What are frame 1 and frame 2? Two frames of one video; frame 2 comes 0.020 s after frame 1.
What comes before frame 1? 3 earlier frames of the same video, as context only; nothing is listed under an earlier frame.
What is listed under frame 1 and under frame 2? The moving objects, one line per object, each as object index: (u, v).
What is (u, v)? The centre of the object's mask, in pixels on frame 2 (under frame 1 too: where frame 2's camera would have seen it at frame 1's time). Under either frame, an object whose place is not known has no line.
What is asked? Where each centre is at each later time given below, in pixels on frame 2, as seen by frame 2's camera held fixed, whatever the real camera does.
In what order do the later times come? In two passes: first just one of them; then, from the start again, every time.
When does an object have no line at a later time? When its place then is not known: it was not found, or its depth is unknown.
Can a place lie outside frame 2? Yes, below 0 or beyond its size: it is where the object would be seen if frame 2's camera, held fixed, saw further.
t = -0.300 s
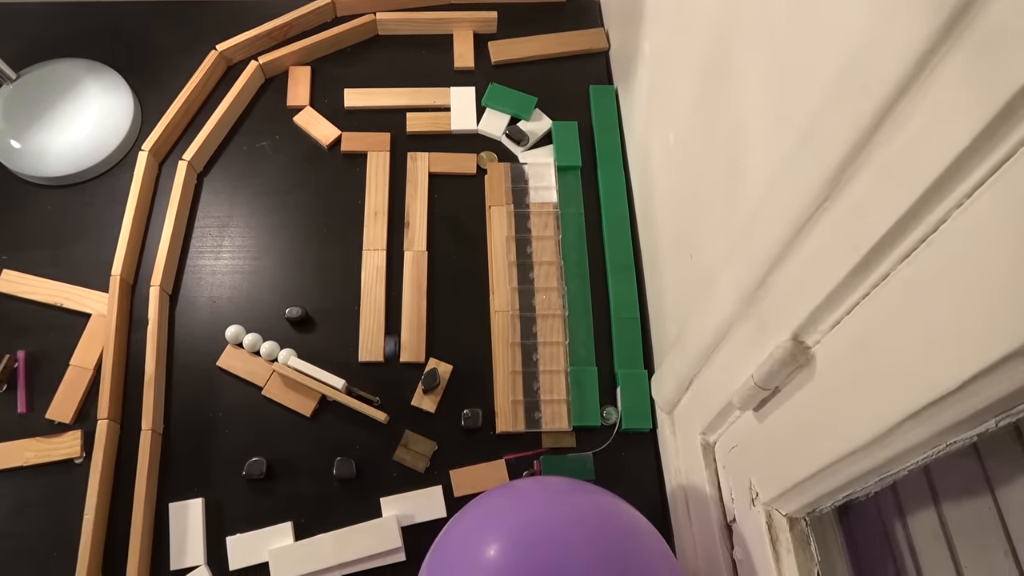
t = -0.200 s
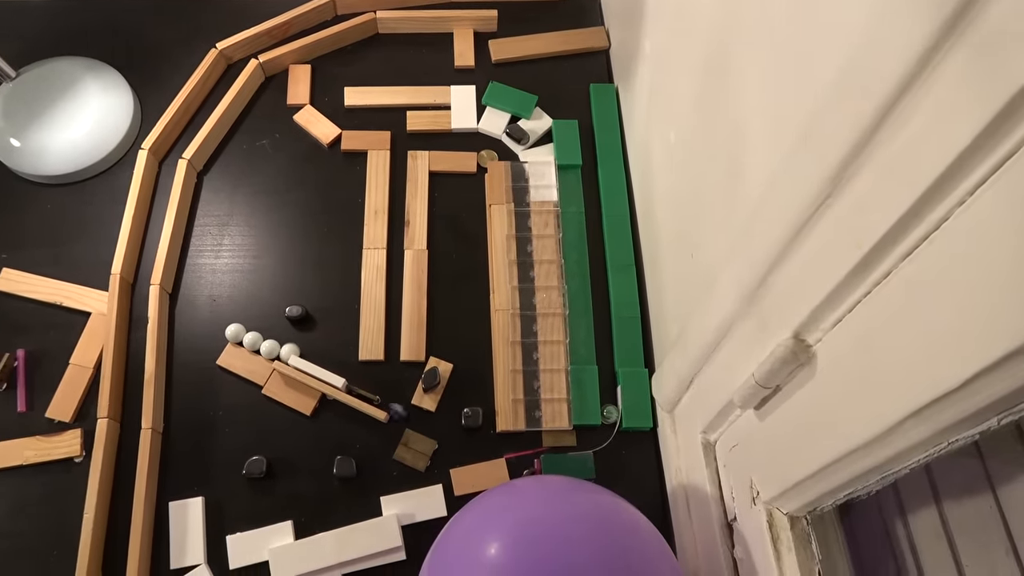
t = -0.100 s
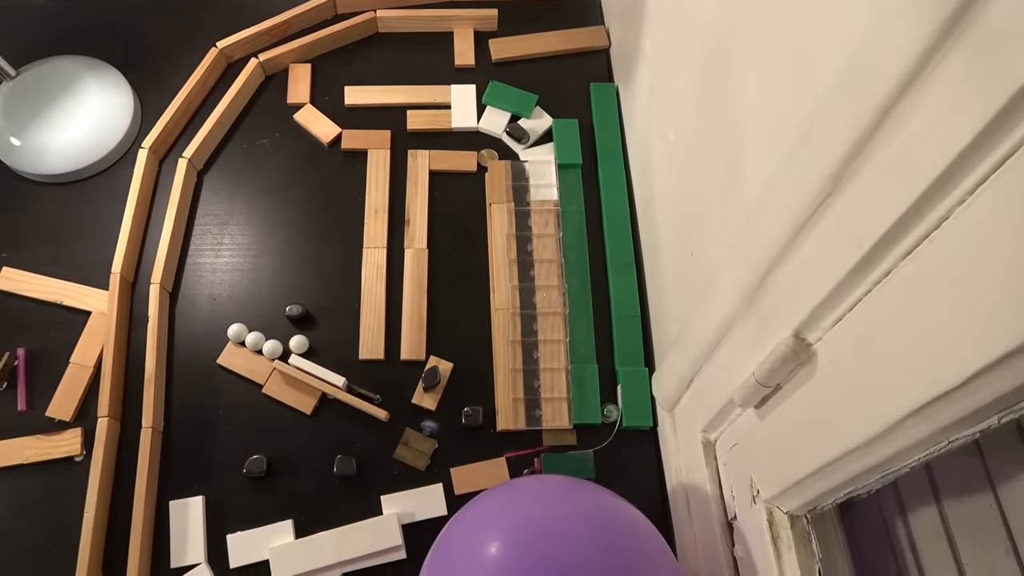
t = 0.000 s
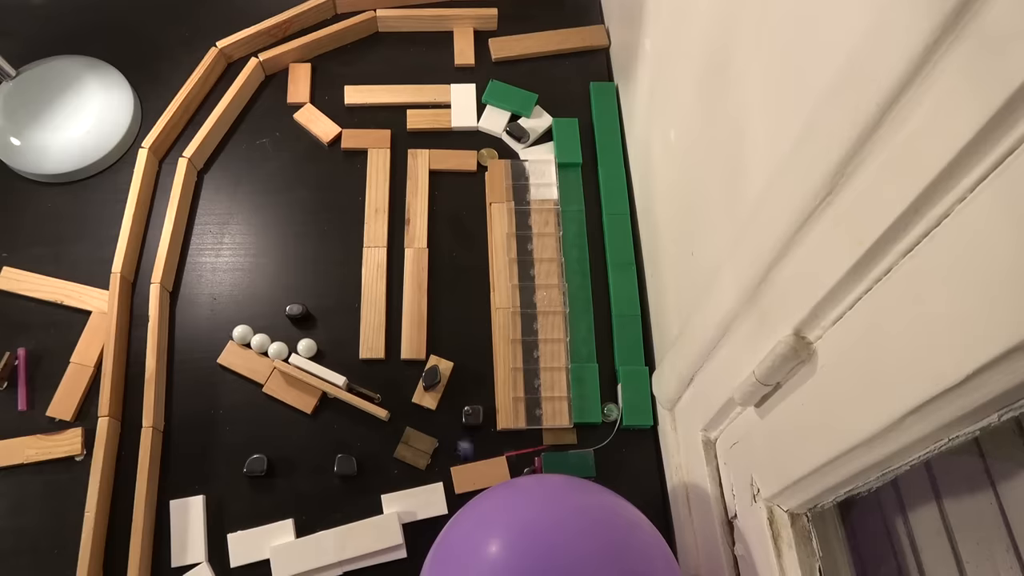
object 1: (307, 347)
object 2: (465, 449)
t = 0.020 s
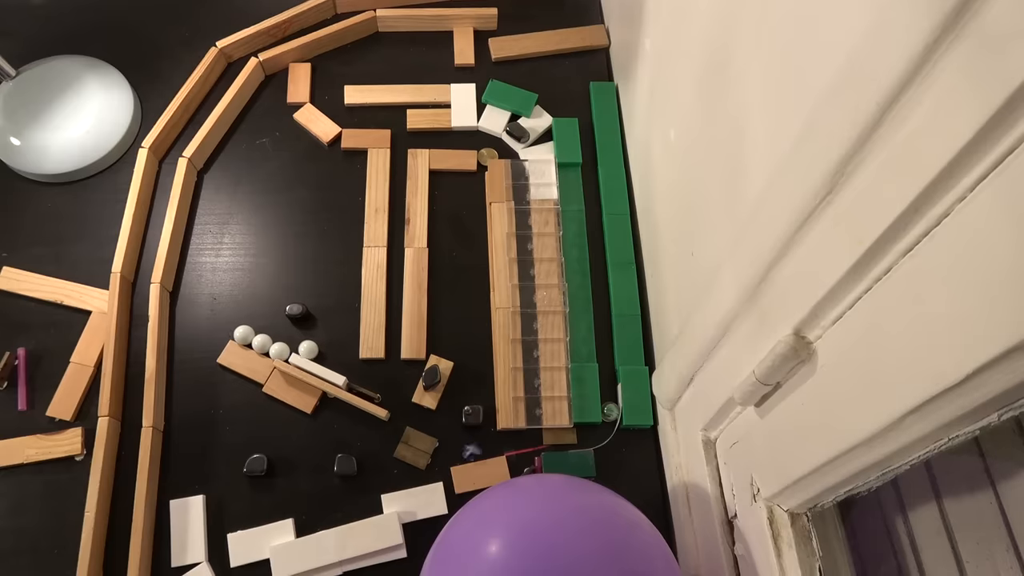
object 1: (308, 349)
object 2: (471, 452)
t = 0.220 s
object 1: (330, 361)
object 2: (520, 444)
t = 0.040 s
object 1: (310, 351)
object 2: (477, 449)
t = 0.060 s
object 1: (312, 352)
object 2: (481, 446)
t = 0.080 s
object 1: (314, 353)
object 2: (486, 443)
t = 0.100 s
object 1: (316, 354)
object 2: (491, 443)
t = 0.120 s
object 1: (318, 356)
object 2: (496, 442)
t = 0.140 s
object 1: (320, 357)
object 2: (501, 443)
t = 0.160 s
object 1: (323, 358)
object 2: (506, 444)
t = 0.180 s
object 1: (325, 359)
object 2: (510, 444)
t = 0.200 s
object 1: (328, 360)
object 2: (516, 445)
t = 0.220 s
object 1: (330, 361)
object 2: (520, 444)
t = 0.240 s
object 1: (333, 363)
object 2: (524, 443)
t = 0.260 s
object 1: (336, 364)
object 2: (528, 442)
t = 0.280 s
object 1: (339, 365)
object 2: (533, 440)
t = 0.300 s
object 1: (342, 367)
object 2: (535, 437)
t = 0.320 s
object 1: (346, 369)
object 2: (534, 433)
